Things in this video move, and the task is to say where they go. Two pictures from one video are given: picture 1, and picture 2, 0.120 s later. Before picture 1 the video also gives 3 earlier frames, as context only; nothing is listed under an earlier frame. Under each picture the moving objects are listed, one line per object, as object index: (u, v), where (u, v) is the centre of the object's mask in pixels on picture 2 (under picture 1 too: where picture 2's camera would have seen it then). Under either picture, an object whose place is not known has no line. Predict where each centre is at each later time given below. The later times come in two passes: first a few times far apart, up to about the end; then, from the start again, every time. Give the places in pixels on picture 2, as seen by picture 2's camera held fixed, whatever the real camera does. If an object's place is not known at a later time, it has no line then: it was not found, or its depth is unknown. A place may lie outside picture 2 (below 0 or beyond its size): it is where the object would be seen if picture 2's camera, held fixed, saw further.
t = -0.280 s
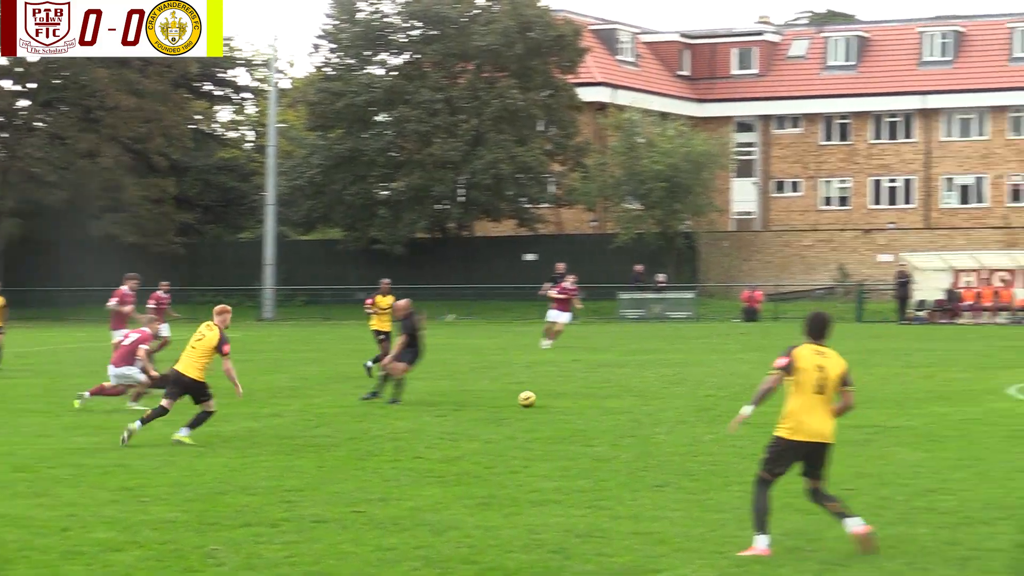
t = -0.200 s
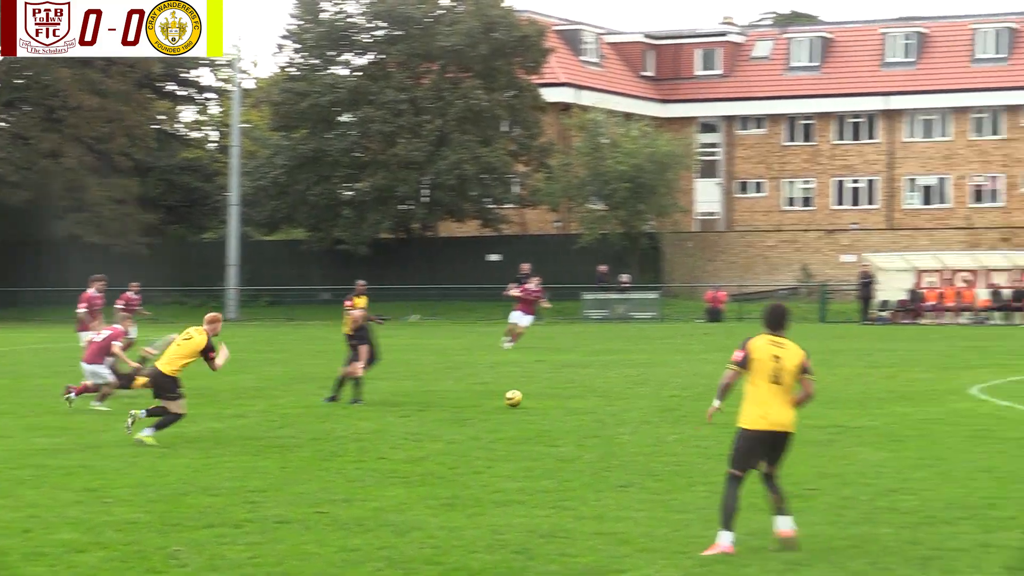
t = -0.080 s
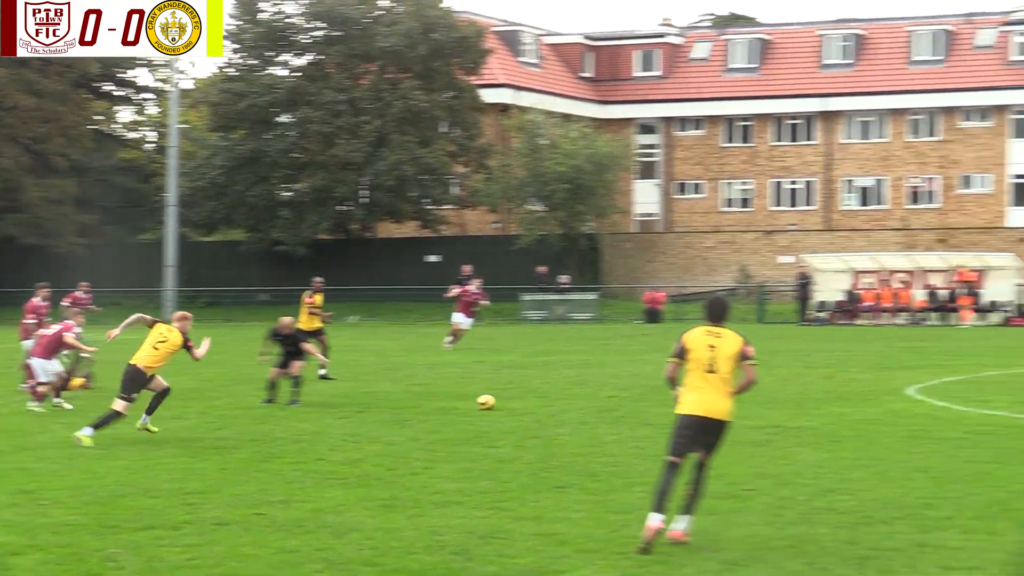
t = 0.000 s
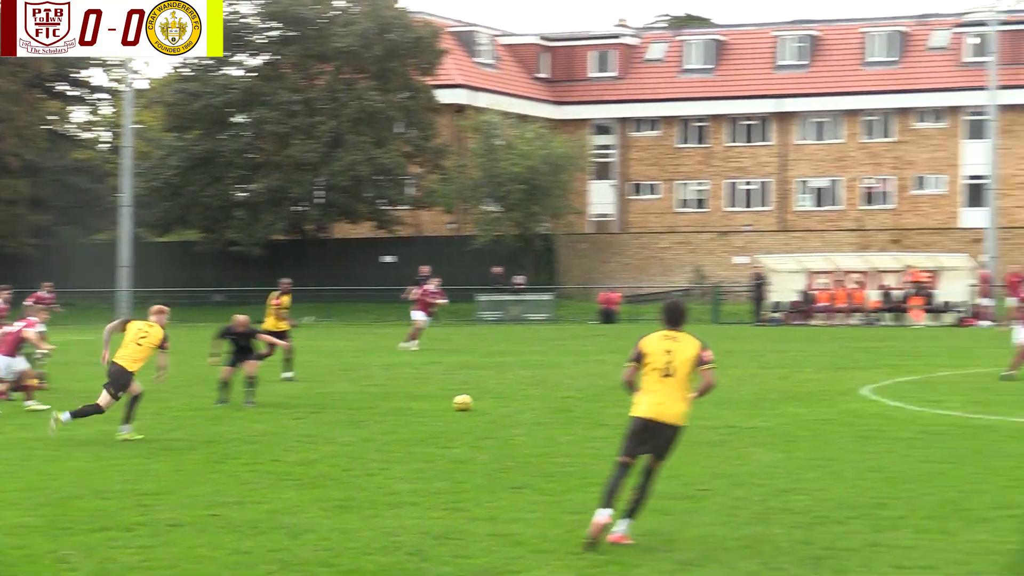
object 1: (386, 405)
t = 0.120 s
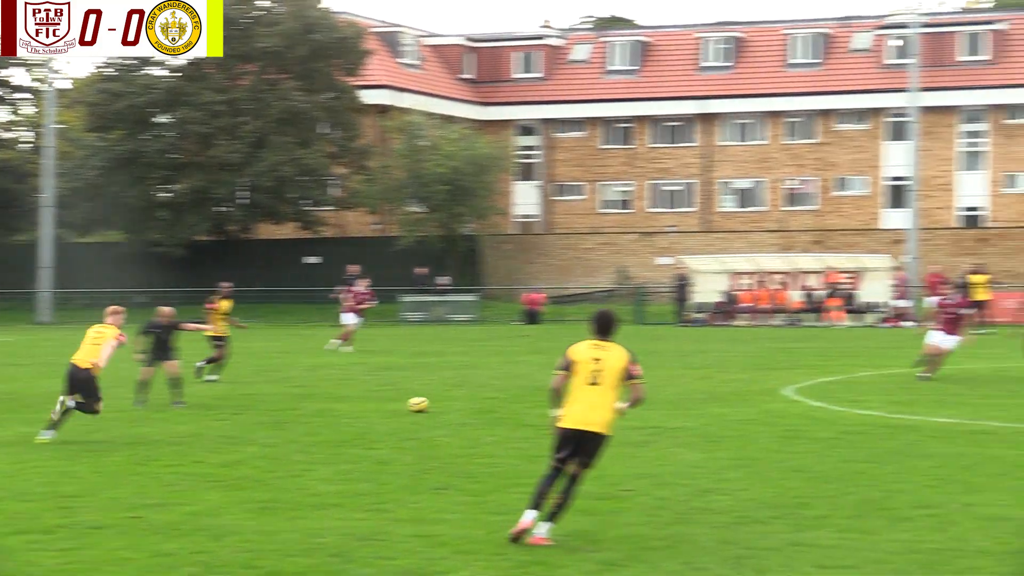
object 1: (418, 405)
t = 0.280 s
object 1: (462, 403)
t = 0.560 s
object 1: (534, 400)
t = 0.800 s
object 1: (588, 399)
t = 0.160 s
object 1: (429, 404)
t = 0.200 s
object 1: (440, 403)
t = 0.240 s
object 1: (451, 403)
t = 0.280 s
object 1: (462, 403)
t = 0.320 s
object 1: (473, 401)
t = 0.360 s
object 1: (484, 400)
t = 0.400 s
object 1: (494, 400)
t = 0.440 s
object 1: (504, 400)
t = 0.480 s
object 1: (514, 400)
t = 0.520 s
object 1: (524, 400)
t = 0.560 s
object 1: (534, 400)
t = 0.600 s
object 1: (542, 400)
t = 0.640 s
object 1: (552, 400)
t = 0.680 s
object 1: (561, 400)
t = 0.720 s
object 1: (570, 399)
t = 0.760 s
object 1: (579, 399)
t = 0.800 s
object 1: (588, 399)
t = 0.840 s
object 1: (597, 399)
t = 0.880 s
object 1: (606, 399)
